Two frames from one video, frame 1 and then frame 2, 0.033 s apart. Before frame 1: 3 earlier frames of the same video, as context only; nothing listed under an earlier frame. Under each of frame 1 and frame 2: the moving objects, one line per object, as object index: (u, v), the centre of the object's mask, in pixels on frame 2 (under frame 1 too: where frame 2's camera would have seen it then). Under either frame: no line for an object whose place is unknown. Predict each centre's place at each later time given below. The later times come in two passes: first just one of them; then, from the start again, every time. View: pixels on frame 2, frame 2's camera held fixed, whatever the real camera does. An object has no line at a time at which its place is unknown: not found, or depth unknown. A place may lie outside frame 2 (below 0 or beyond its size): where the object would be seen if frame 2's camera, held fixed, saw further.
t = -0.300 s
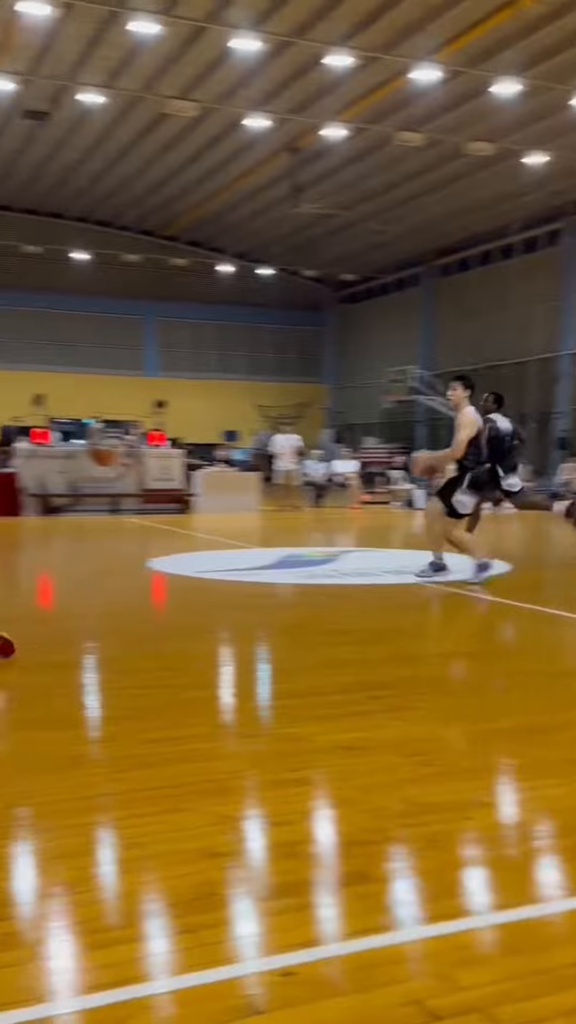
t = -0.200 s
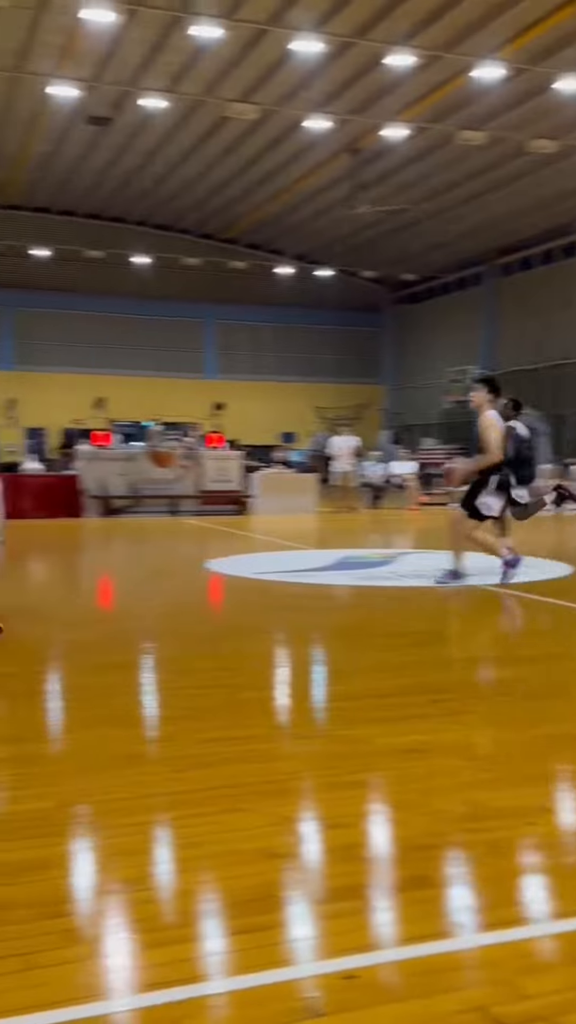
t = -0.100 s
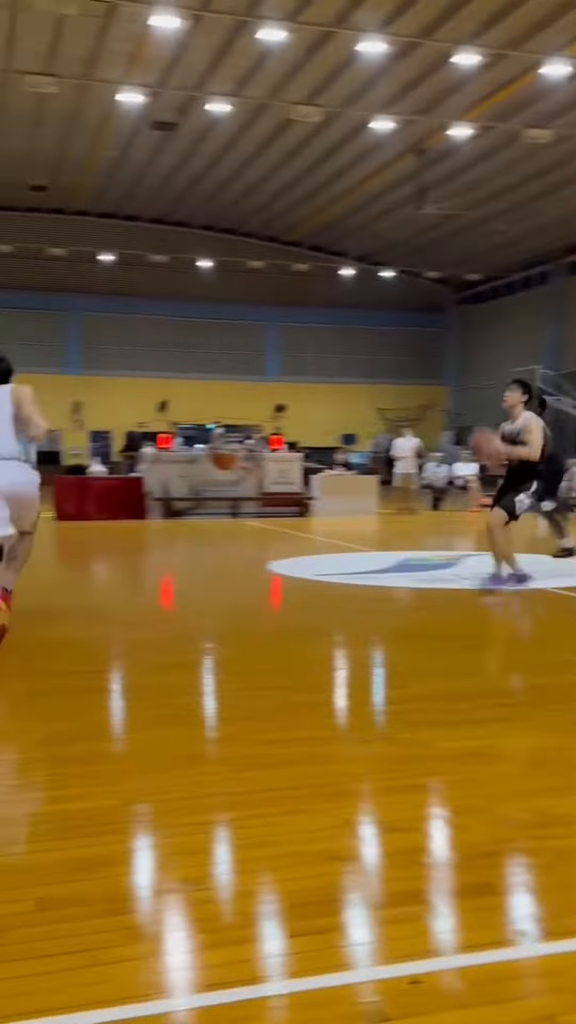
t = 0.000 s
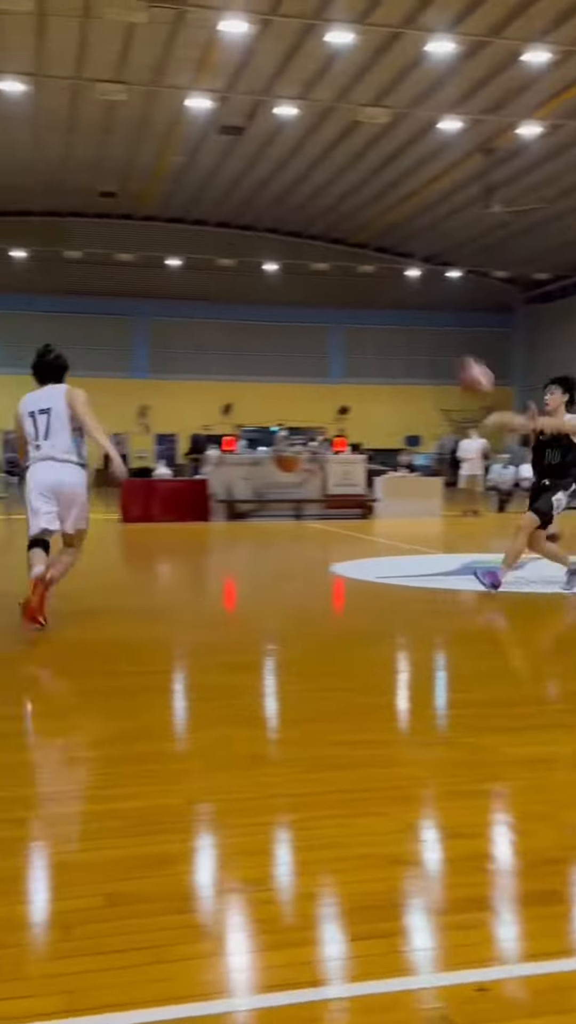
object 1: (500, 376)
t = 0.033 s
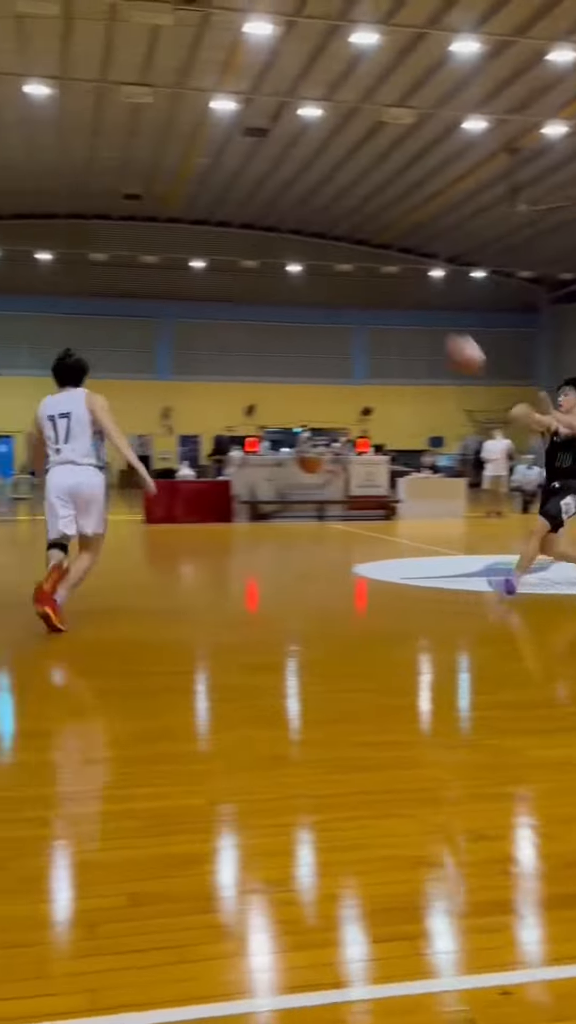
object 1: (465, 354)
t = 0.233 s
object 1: (198, 206)
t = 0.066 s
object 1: (427, 330)
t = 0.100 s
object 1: (387, 305)
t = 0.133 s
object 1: (344, 281)
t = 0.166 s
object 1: (299, 257)
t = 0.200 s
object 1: (250, 233)
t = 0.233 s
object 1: (198, 206)
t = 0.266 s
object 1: (142, 182)
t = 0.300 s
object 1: (86, 158)
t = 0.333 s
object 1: (21, 134)
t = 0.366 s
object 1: (-51, 110)
